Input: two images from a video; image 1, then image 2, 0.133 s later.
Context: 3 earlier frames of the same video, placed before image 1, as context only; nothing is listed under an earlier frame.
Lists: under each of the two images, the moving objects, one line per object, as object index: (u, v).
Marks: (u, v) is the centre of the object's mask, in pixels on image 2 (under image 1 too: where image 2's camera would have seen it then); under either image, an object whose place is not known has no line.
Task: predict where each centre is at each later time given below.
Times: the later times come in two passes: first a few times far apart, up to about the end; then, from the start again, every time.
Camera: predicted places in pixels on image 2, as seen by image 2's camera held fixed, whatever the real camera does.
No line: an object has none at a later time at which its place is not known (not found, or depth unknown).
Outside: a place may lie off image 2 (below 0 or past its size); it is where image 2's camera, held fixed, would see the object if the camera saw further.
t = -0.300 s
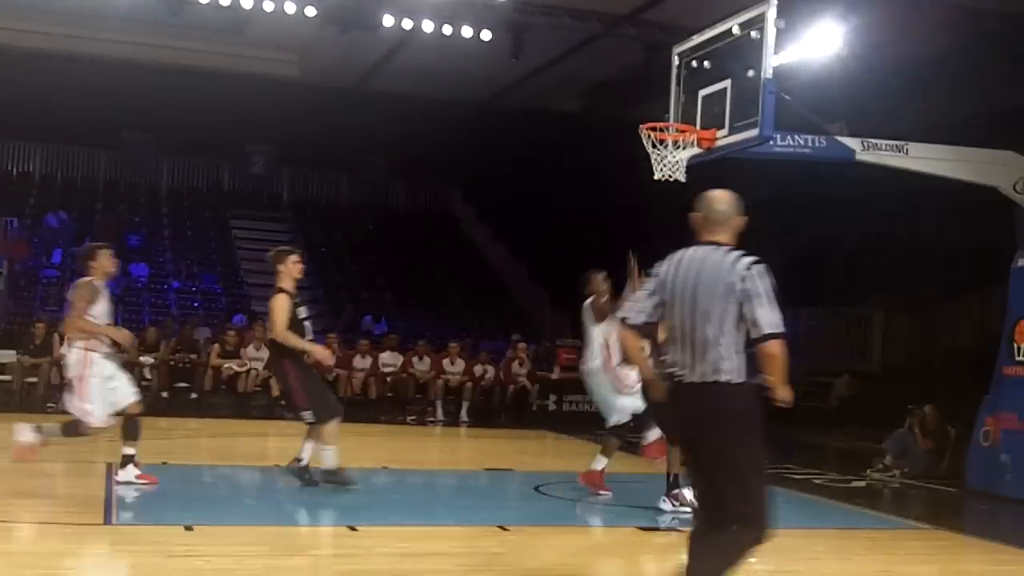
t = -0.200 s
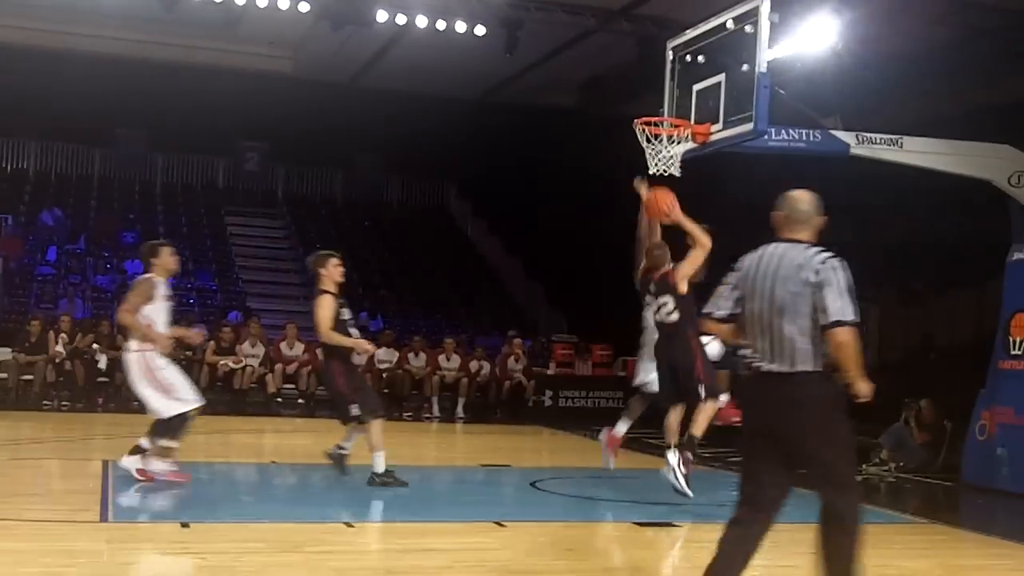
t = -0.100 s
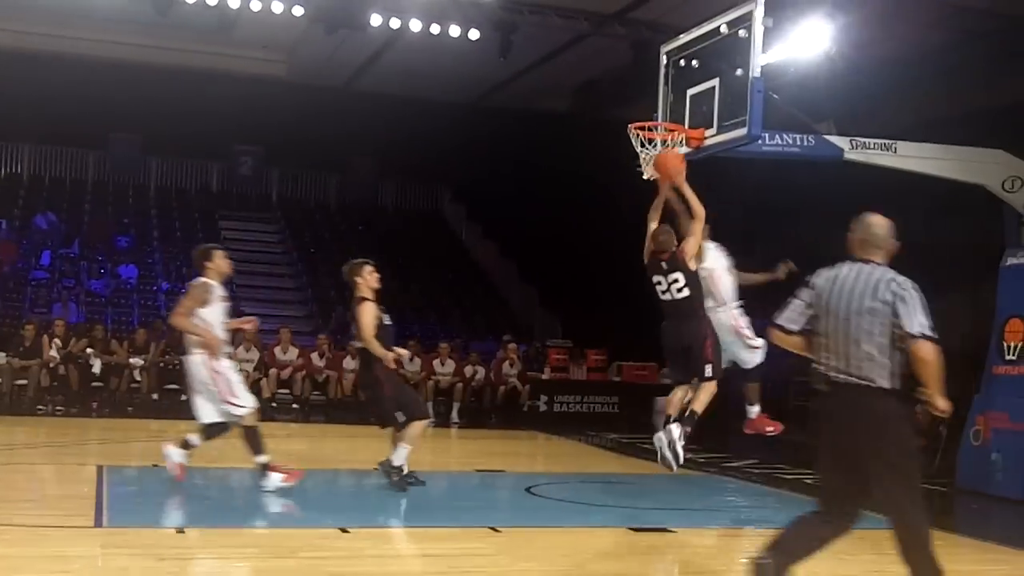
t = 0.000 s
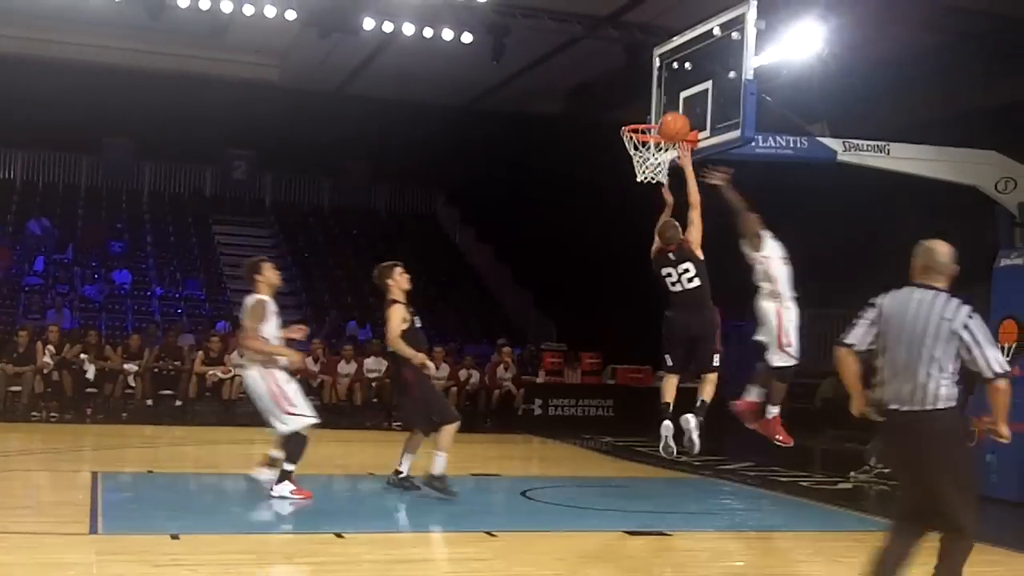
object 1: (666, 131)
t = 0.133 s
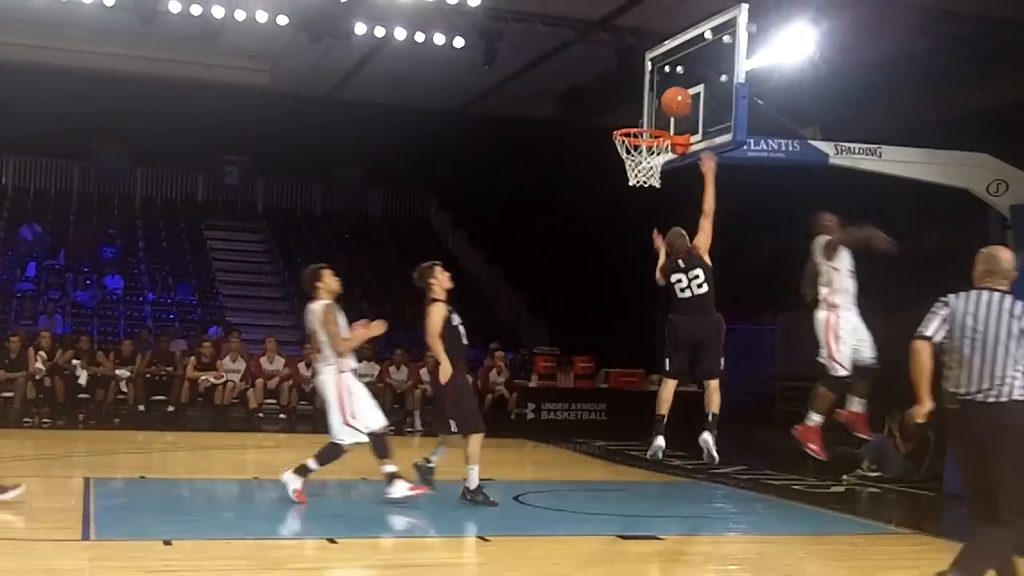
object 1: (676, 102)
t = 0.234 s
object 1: (683, 96)
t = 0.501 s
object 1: (635, 116)
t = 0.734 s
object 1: (647, 125)
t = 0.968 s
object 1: (632, 168)
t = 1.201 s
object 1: (639, 239)
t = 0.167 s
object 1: (679, 99)
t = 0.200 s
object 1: (681, 96)
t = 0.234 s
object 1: (683, 96)
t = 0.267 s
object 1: (685, 96)
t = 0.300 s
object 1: (681, 97)
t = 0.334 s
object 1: (673, 97)
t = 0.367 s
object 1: (666, 99)
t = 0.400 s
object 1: (658, 102)
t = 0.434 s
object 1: (650, 106)
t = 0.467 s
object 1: (642, 112)
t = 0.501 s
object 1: (635, 116)
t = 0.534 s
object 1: (627, 121)
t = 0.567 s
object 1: (631, 121)
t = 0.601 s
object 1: (639, 122)
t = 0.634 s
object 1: (647, 122)
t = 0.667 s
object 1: (655, 124)
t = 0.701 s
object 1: (651, 126)
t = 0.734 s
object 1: (647, 125)
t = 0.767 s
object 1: (637, 137)
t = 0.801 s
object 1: (635, 141)
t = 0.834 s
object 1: (633, 142)
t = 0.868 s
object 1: (633, 146)
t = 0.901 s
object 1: (632, 154)
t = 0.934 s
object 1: (632, 160)
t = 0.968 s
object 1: (632, 168)
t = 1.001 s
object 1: (634, 174)
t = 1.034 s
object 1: (635, 186)
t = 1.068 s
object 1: (636, 191)
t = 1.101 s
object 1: (636, 201)
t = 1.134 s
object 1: (637, 211)
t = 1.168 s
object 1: (638, 224)
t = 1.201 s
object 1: (639, 239)
